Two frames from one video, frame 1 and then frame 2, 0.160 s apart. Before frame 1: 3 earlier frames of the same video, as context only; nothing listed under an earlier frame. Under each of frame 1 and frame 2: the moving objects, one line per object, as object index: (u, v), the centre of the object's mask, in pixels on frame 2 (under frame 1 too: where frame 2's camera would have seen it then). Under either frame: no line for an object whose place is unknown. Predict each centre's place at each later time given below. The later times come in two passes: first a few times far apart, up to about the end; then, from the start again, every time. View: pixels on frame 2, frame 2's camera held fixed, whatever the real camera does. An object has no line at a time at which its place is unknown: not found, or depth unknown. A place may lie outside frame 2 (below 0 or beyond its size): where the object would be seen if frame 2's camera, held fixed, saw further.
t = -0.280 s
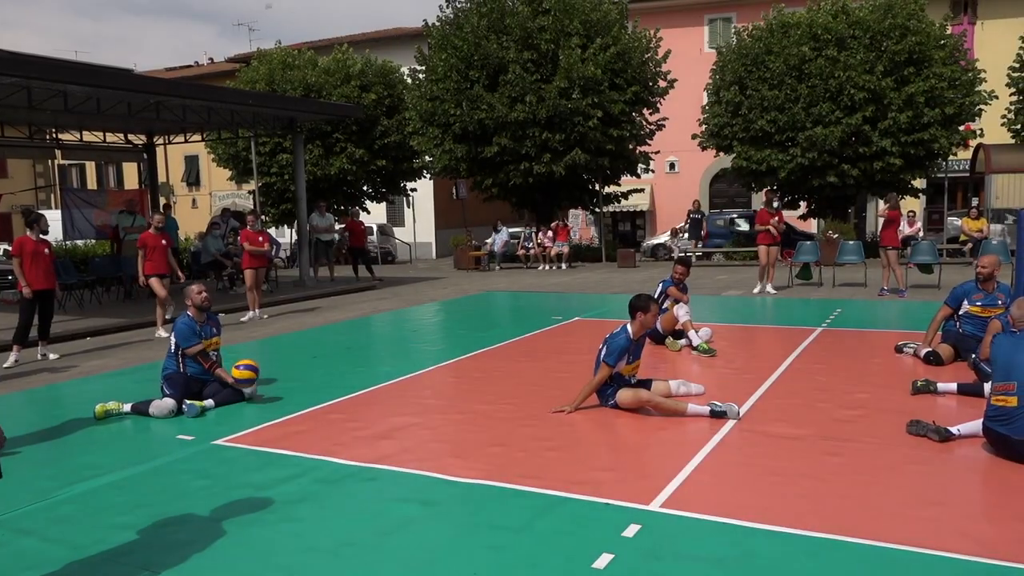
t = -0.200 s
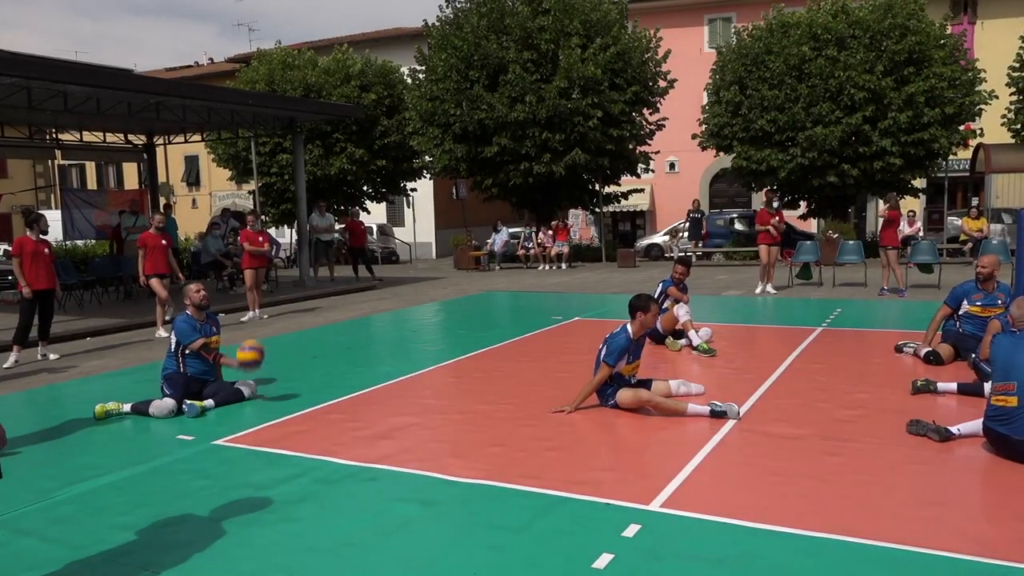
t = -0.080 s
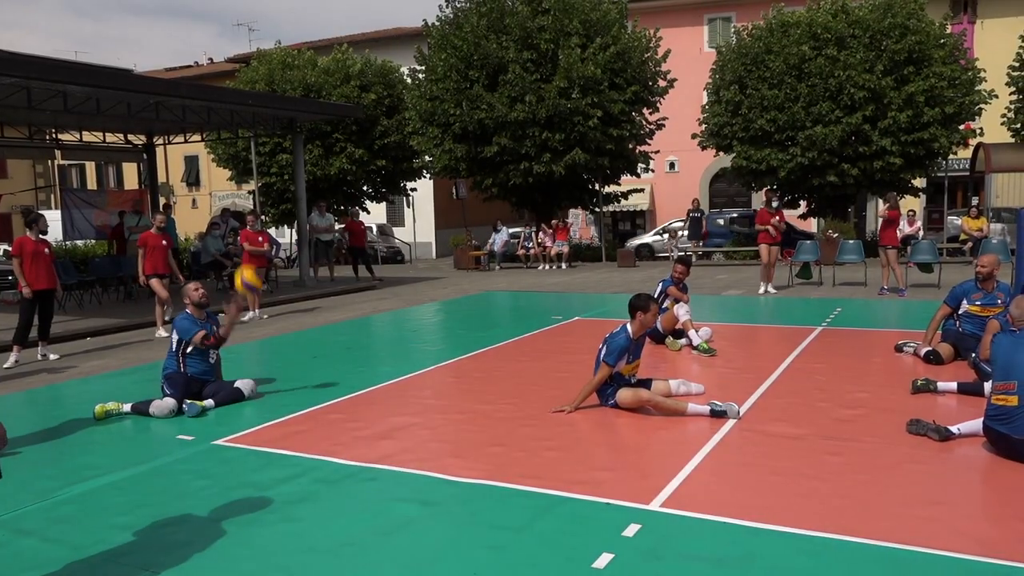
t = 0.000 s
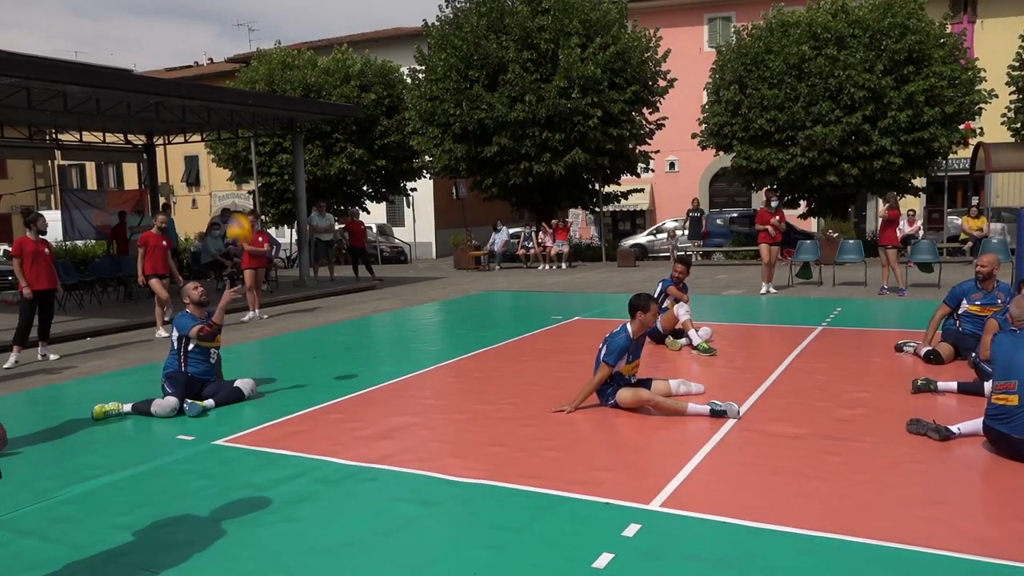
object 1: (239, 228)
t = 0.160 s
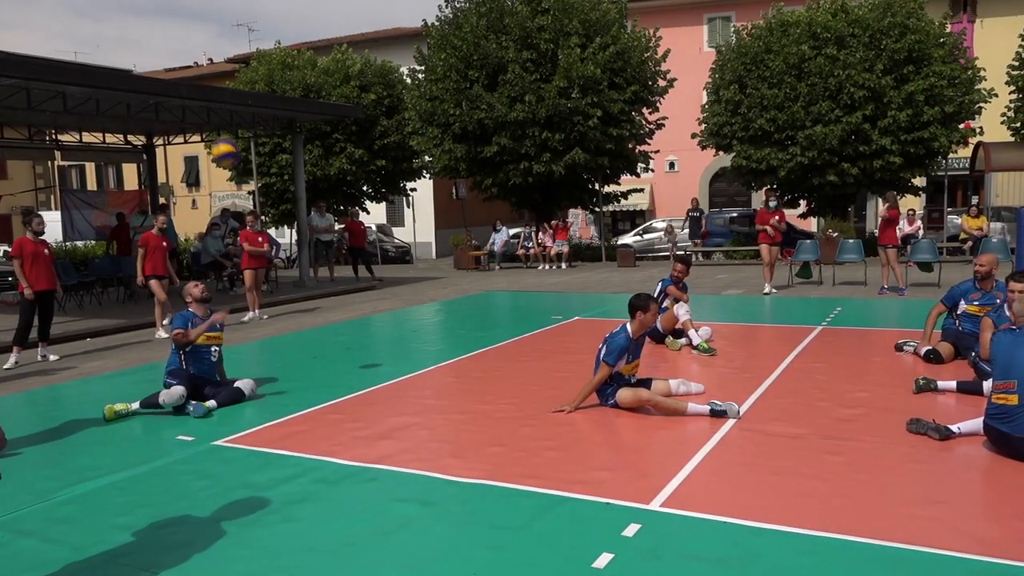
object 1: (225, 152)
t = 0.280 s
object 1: (216, 114)
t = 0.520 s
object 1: (200, 94)
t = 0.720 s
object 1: (190, 130)
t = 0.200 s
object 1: (222, 135)
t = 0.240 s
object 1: (219, 125)
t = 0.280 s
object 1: (216, 114)
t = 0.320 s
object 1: (212, 106)
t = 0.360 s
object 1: (209, 100)
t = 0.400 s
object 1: (206, 95)
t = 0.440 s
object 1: (204, 93)
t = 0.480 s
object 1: (201, 93)
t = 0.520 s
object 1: (200, 94)
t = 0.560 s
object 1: (198, 98)
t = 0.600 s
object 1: (195, 103)
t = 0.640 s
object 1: (193, 111)
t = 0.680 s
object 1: (191, 120)
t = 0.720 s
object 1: (190, 130)
